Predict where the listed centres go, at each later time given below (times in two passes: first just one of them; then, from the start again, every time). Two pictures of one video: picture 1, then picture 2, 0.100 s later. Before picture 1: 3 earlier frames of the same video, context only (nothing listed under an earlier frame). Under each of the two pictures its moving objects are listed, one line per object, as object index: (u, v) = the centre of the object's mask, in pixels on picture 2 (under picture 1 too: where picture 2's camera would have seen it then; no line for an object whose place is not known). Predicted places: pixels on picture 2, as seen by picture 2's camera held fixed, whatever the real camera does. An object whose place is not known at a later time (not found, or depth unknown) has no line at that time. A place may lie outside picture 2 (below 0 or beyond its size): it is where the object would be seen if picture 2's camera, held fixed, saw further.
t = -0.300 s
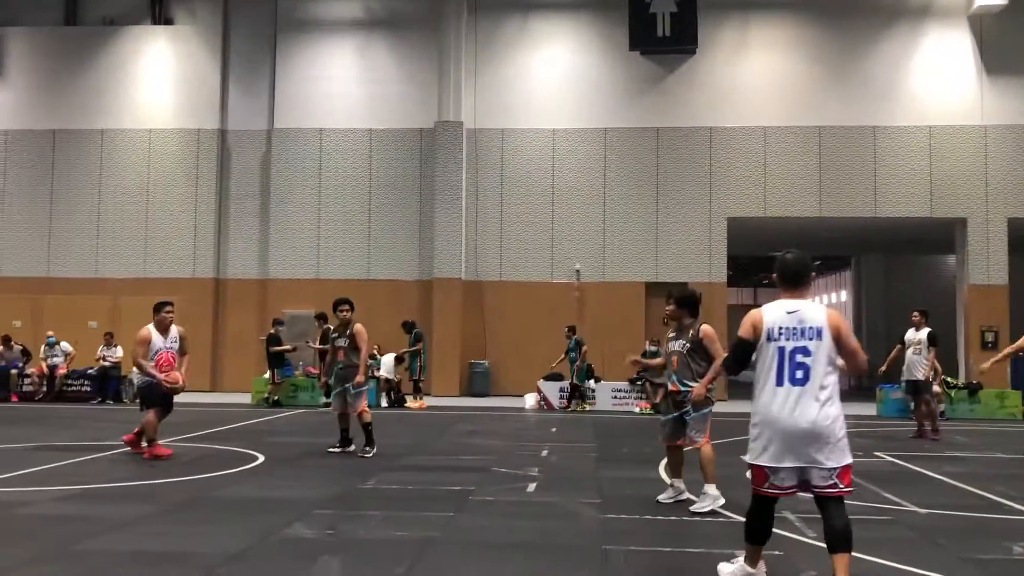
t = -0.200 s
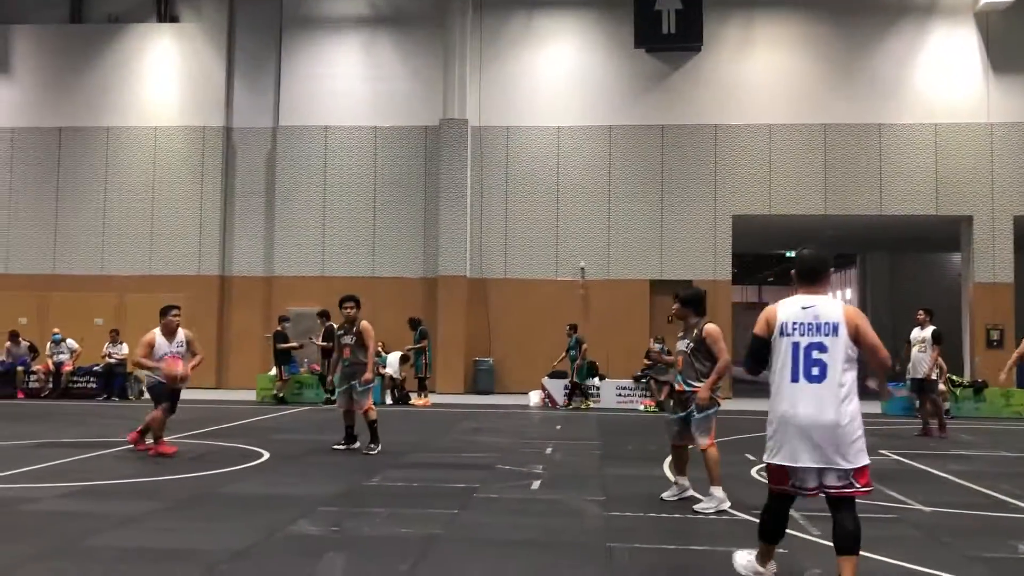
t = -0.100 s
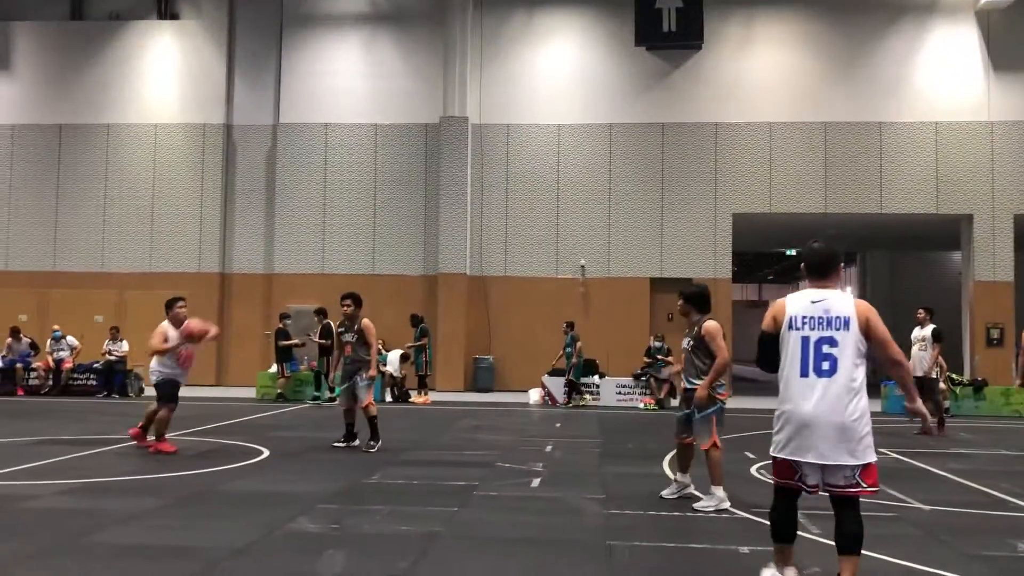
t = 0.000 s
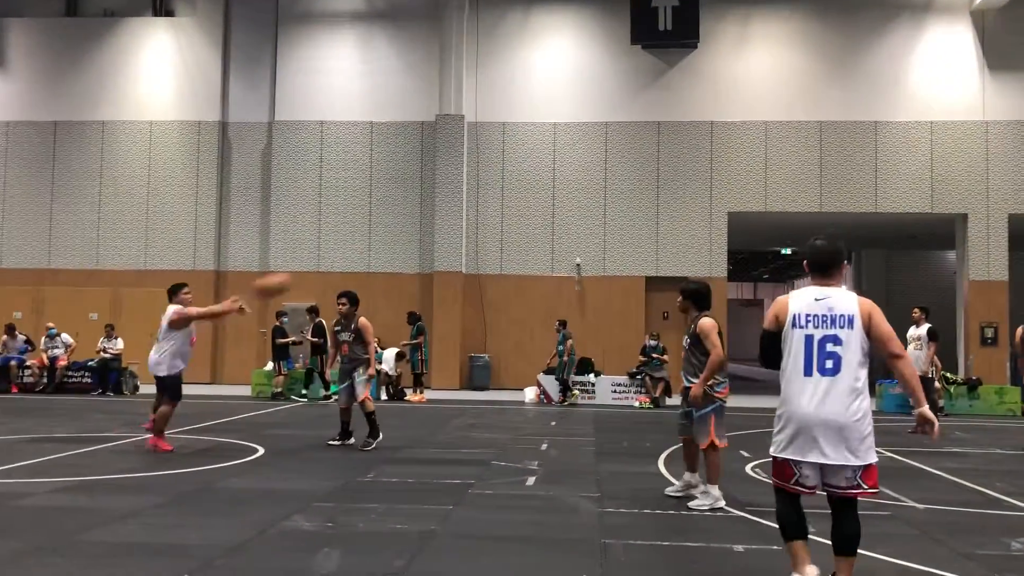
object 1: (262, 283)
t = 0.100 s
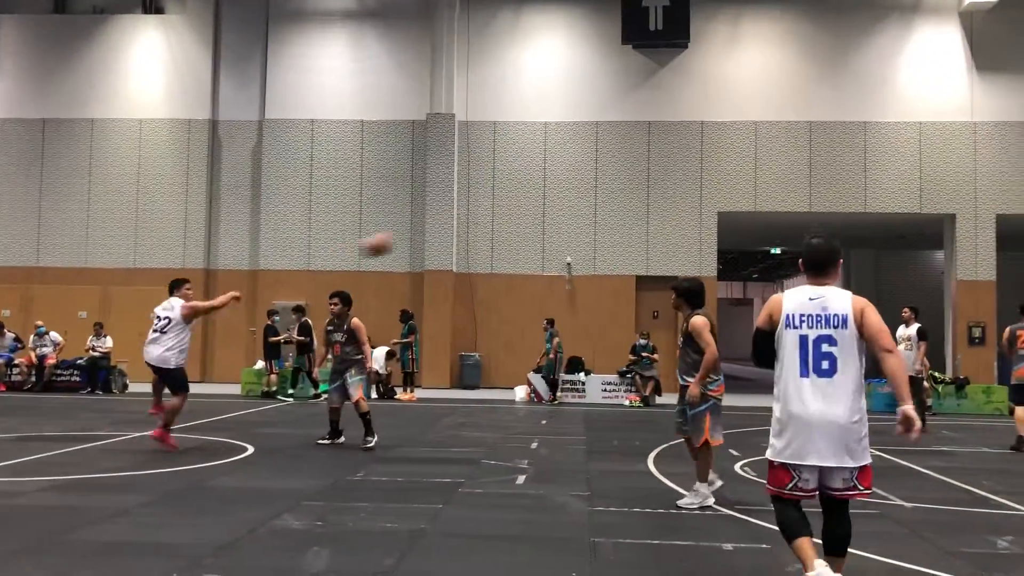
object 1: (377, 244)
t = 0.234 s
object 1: (524, 206)
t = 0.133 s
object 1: (415, 234)
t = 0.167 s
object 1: (453, 222)
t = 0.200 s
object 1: (488, 214)
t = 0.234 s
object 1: (524, 206)
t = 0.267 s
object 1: (562, 199)
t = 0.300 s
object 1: (597, 193)
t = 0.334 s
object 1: (633, 188)
